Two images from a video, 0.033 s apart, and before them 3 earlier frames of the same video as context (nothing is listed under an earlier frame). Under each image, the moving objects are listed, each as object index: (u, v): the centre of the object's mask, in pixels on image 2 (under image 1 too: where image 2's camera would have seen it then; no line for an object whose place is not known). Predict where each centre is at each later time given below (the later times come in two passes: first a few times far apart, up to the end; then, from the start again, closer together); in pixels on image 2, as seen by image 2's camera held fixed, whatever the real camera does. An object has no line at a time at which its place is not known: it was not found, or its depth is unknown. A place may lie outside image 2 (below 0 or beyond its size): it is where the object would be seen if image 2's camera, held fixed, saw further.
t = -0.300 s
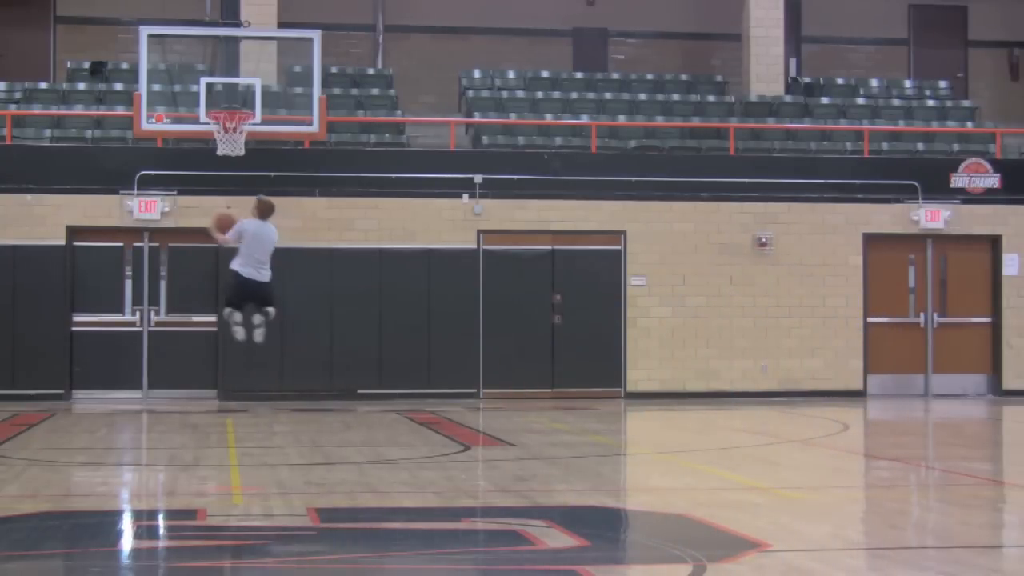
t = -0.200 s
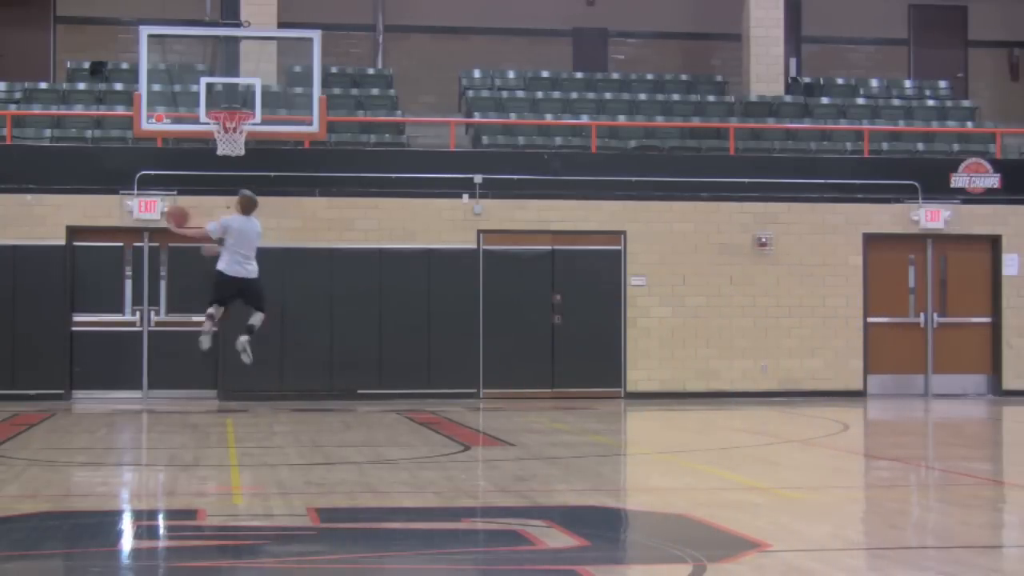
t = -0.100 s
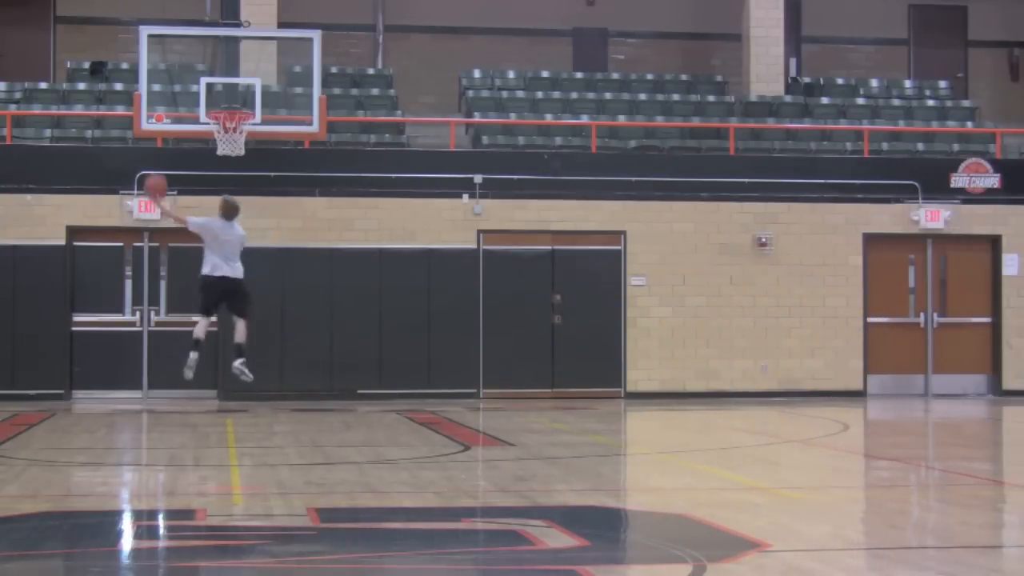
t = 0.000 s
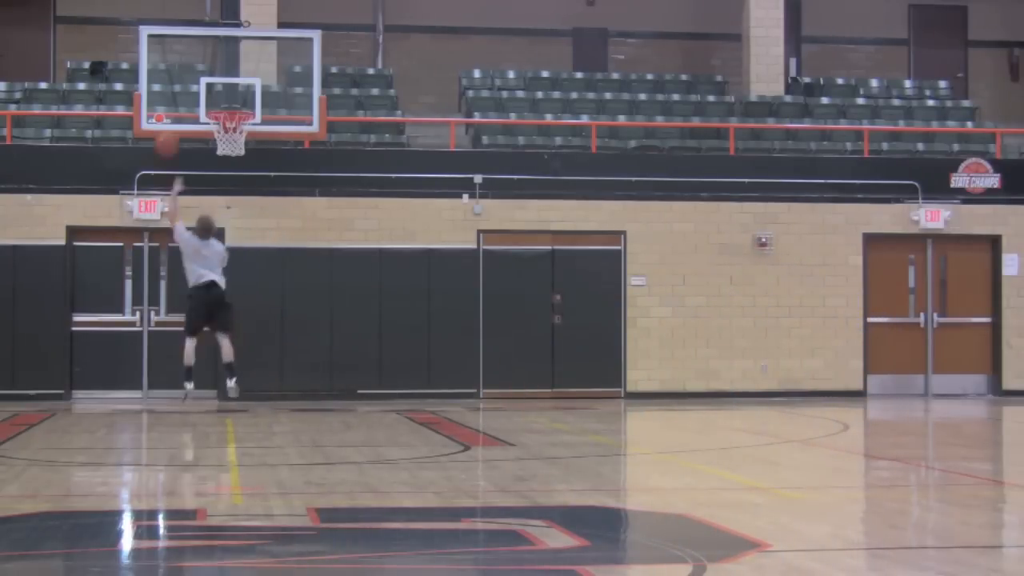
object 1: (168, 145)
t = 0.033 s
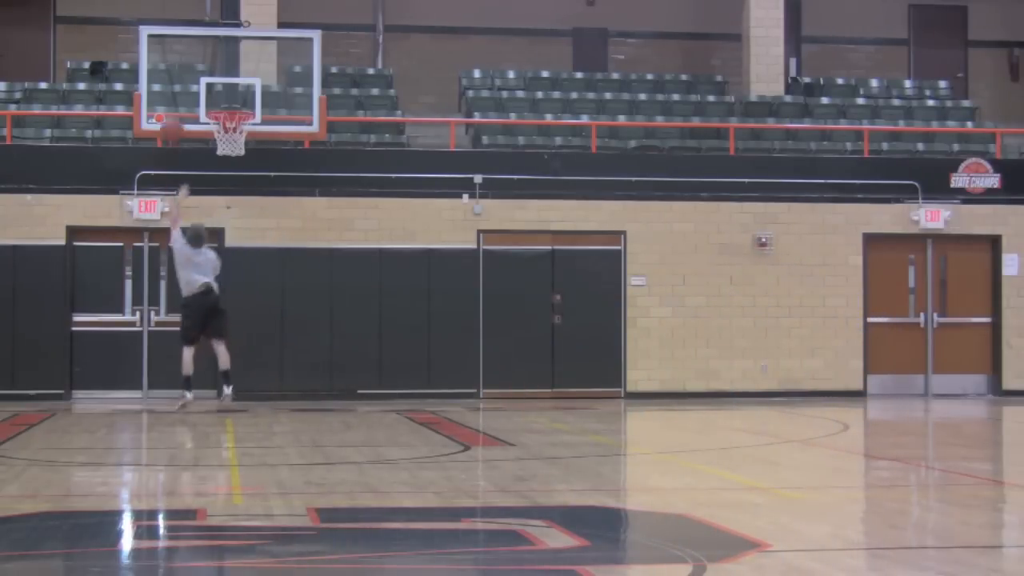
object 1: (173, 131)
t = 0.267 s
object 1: (207, 78)
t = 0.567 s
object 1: (243, 106)
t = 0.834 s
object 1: (218, 176)
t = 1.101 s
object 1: (194, 292)
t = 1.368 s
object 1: (170, 364)
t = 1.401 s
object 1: (166, 348)
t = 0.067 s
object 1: (178, 117)
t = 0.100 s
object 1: (183, 108)
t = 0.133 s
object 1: (187, 99)
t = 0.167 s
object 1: (191, 90)
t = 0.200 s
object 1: (196, 82)
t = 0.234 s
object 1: (201, 79)
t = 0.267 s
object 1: (207, 78)
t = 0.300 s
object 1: (209, 77)
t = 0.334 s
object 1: (213, 77)
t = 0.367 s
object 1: (217, 79)
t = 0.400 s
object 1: (221, 81)
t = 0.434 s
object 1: (225, 86)
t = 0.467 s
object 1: (229, 92)
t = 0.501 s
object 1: (235, 97)
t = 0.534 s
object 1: (241, 101)
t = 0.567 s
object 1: (243, 106)
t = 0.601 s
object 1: (243, 122)
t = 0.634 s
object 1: (242, 127)
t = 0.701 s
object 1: (231, 154)
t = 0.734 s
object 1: (230, 156)
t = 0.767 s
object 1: (227, 160)
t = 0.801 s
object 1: (223, 167)
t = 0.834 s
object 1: (218, 176)
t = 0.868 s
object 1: (218, 186)
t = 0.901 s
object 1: (214, 197)
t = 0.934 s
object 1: (209, 212)
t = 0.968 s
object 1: (206, 227)
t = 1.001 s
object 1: (203, 241)
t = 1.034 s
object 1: (200, 257)
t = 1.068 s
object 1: (197, 274)
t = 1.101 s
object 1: (194, 292)
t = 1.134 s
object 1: (191, 311)
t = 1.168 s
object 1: (188, 334)
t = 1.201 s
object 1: (185, 354)
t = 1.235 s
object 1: (182, 376)
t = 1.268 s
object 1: (179, 400)
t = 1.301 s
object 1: (176, 400)
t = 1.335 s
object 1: (173, 381)
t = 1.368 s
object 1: (170, 364)
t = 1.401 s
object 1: (166, 348)
